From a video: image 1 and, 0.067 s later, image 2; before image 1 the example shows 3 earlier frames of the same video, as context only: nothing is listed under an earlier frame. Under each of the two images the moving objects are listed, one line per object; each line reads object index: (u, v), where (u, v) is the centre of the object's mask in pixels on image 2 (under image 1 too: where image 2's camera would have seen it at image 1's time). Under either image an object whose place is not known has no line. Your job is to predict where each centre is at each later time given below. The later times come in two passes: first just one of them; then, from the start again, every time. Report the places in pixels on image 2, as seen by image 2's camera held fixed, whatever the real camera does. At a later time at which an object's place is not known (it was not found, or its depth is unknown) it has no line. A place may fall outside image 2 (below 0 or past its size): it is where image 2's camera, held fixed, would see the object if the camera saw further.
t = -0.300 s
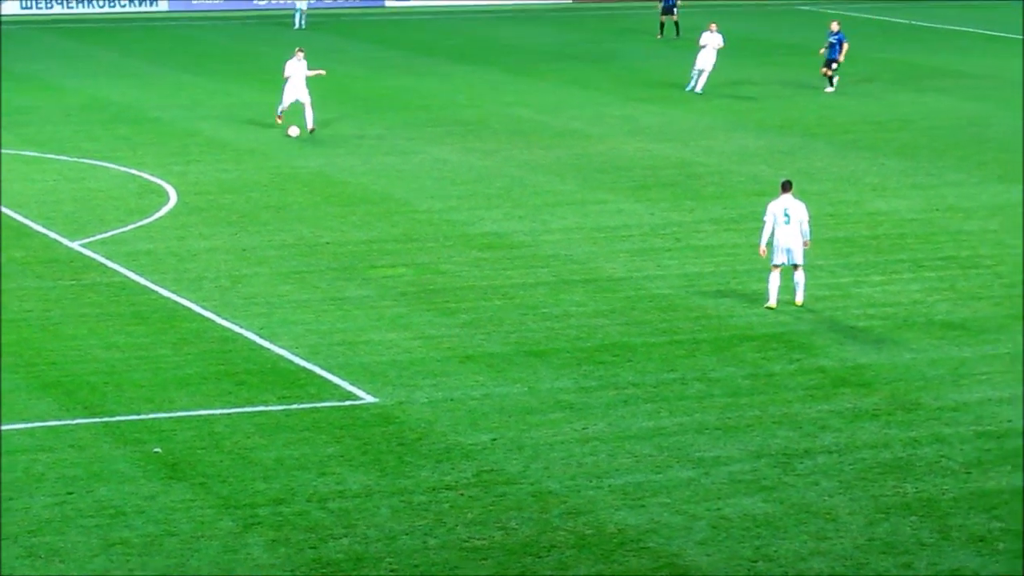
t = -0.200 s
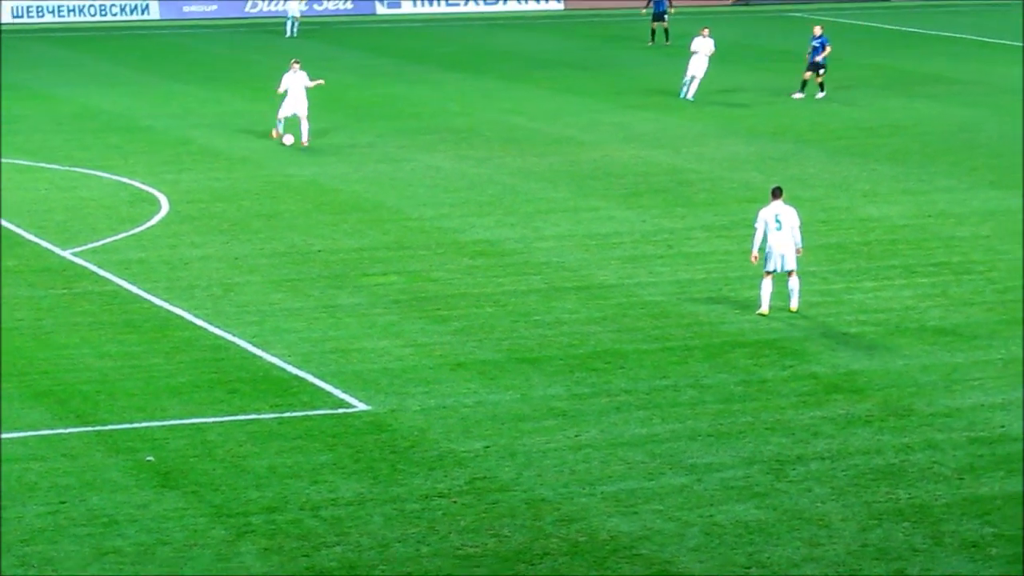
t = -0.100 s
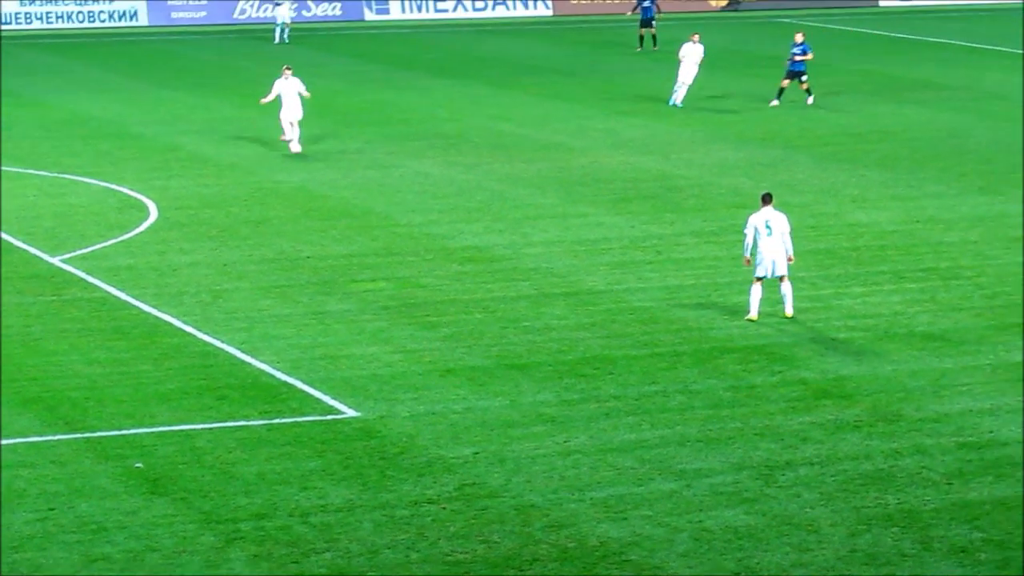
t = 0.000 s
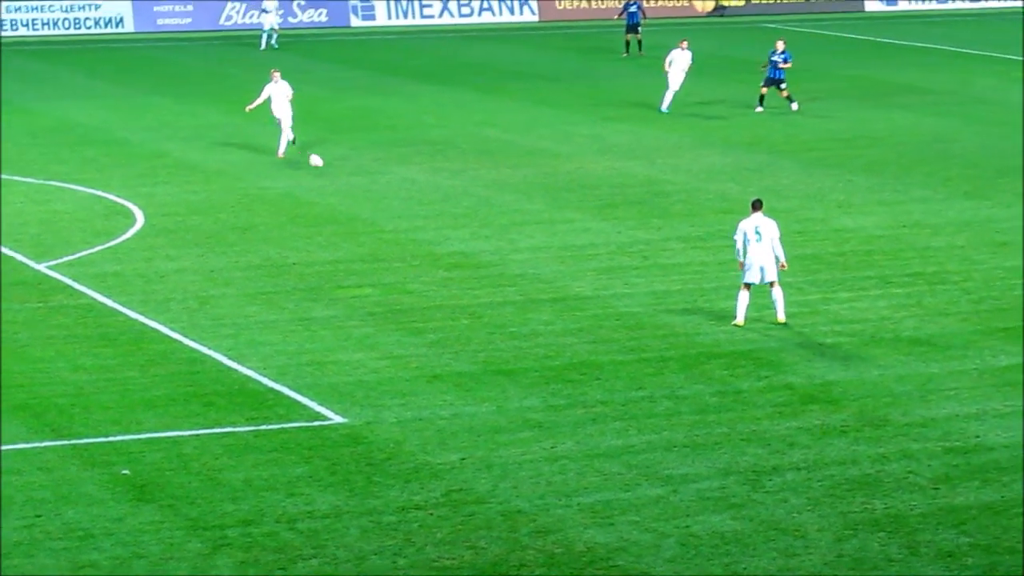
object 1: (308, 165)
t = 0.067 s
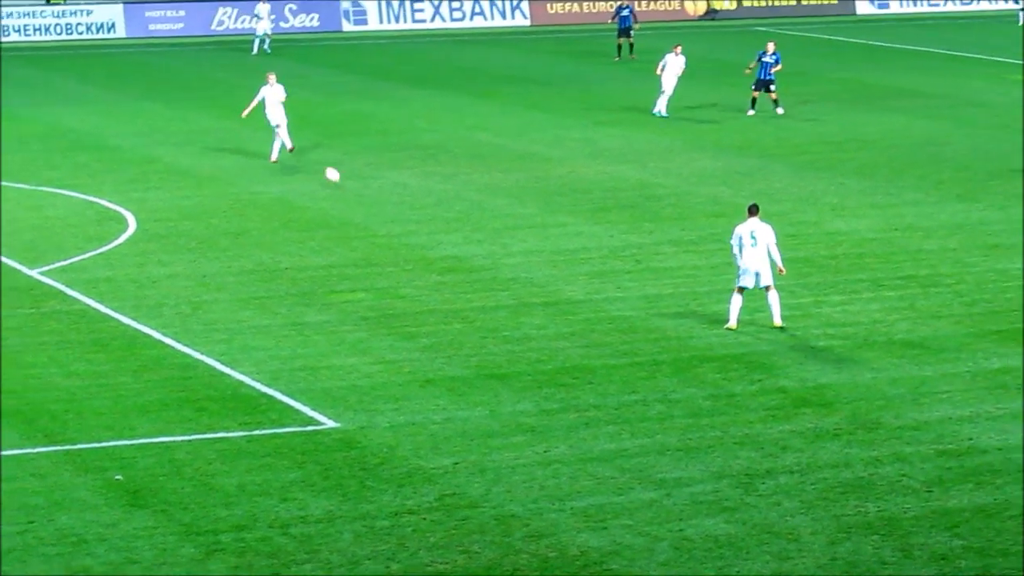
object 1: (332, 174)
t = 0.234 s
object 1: (392, 194)
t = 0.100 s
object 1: (344, 181)
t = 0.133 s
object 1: (357, 187)
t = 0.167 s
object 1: (369, 190)
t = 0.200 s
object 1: (381, 192)
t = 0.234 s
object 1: (392, 194)
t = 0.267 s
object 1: (404, 197)
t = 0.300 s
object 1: (416, 201)
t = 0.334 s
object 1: (428, 205)
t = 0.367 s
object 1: (445, 212)
